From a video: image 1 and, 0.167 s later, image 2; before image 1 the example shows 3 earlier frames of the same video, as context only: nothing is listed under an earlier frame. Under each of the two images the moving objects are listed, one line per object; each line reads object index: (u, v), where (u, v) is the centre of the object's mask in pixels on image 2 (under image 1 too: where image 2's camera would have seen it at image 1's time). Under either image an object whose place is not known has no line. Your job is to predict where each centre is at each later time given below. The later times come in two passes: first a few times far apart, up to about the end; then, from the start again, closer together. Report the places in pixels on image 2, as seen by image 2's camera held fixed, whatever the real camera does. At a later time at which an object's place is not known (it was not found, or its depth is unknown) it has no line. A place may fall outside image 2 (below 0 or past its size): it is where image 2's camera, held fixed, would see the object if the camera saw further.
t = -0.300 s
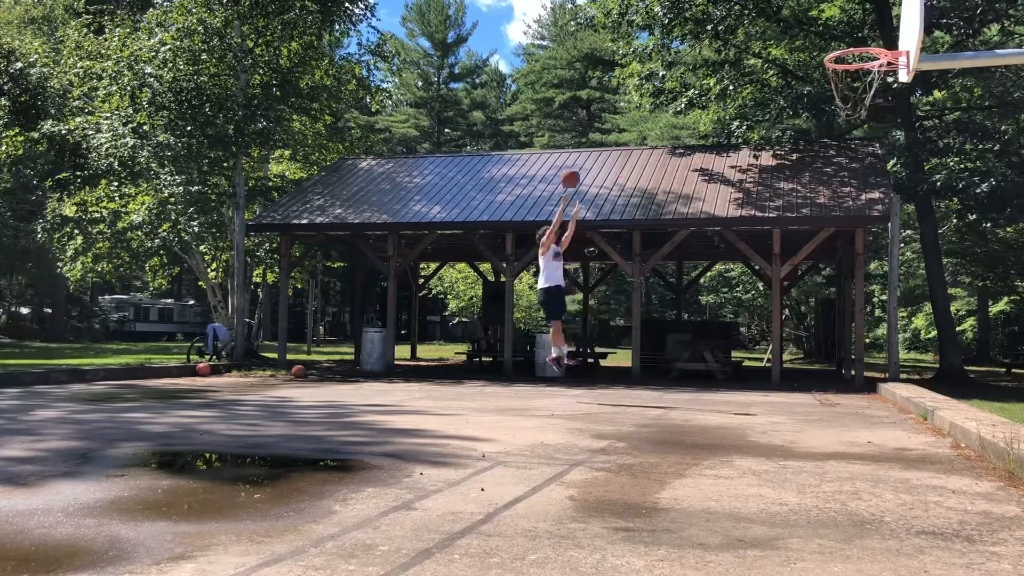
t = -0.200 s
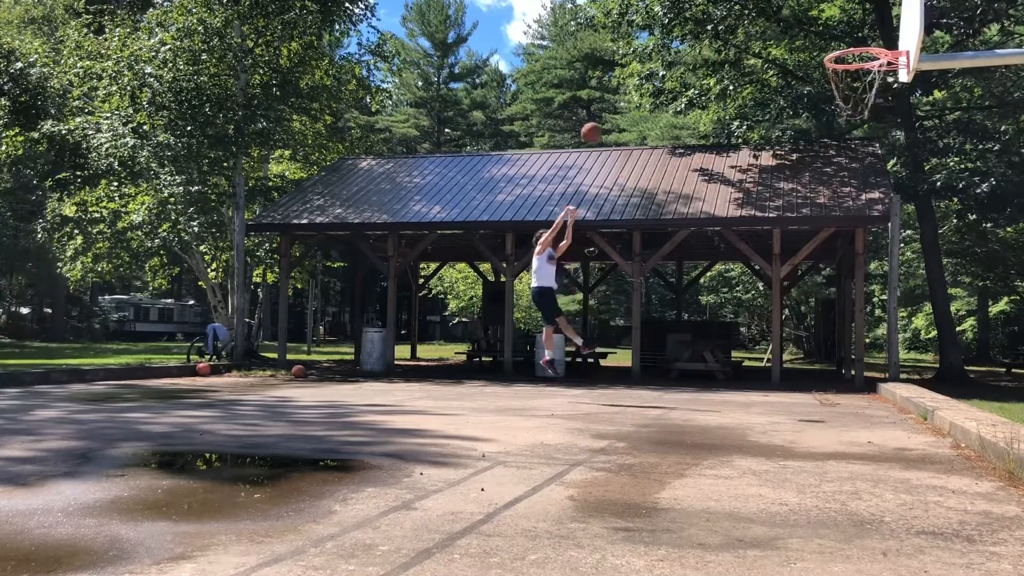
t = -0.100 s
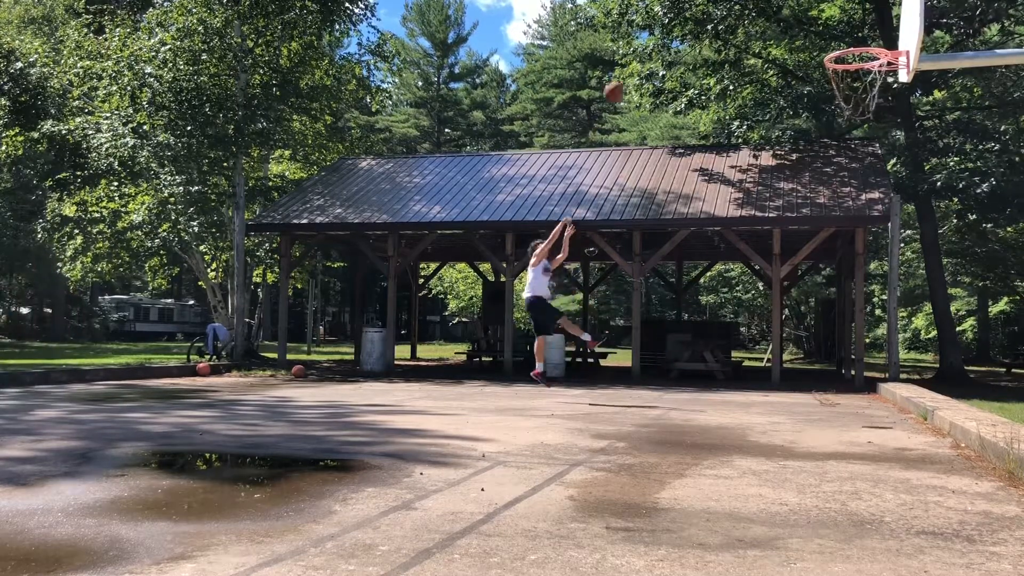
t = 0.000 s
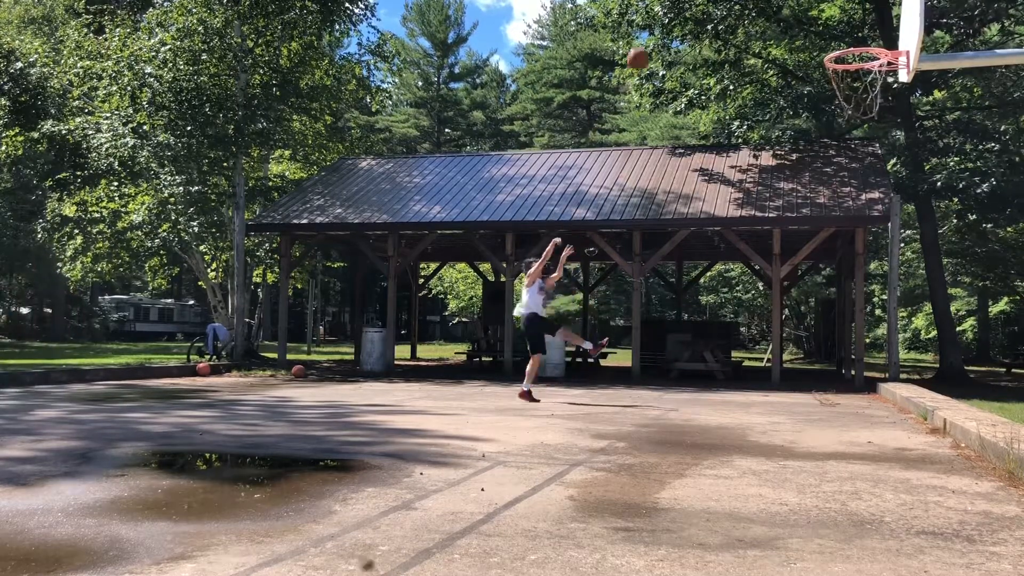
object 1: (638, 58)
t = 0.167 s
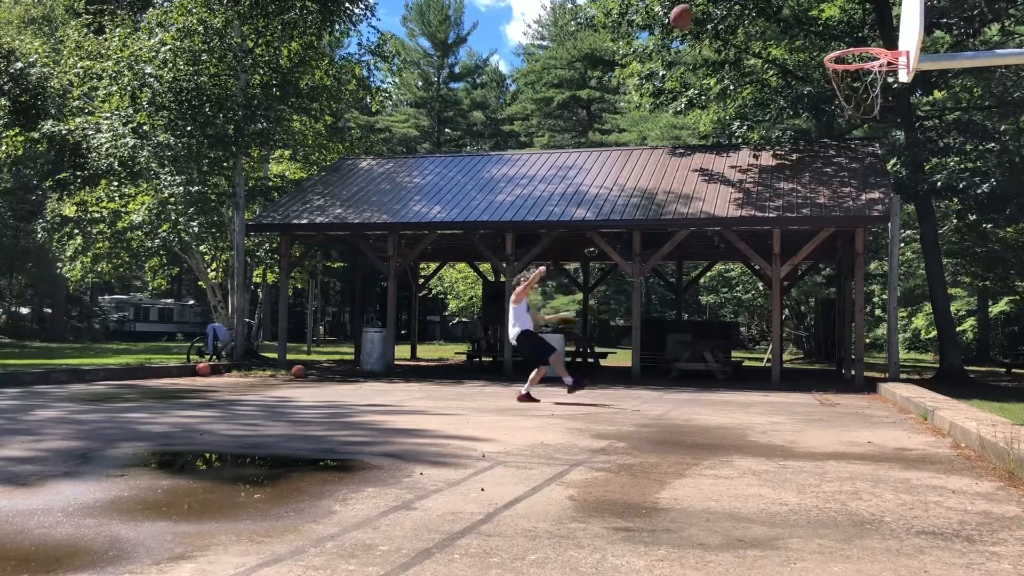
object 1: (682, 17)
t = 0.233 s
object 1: (701, 9)
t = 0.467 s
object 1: (775, 8)
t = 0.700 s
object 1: (864, 67)
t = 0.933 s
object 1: (886, 126)
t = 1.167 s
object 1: (898, 229)
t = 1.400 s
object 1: (910, 387)
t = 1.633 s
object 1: (890, 318)
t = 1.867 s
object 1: (864, 248)
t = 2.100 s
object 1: (839, 235)
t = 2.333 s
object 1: (816, 273)
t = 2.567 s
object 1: (794, 358)
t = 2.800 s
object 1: (782, 351)
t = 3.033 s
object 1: (774, 304)
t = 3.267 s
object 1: (765, 305)
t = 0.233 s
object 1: (701, 9)
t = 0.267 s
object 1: (711, 7)
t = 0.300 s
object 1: (721, 6)
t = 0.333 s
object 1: (732, 5)
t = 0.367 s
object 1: (740, 5)
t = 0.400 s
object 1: (753, 5)
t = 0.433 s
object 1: (765, 7)
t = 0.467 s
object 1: (775, 8)
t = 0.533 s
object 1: (800, 14)
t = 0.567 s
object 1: (813, 21)
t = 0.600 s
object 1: (827, 30)
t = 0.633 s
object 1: (840, 39)
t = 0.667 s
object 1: (855, 54)
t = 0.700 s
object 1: (864, 67)
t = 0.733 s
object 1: (871, 79)
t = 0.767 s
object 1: (876, 86)
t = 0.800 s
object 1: (879, 92)
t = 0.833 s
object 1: (880, 99)
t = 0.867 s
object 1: (882, 107)
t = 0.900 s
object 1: (884, 116)
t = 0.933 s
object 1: (886, 126)
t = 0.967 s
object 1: (888, 138)
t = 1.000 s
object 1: (890, 150)
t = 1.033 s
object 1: (891, 164)
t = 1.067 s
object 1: (893, 179)
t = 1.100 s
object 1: (895, 195)
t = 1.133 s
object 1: (897, 212)
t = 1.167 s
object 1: (898, 229)
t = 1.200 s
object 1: (900, 249)
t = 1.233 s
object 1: (901, 269)
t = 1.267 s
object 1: (904, 292)
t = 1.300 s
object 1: (906, 314)
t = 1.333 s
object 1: (907, 337)
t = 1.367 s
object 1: (909, 362)
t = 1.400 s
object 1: (910, 387)
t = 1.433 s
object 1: (912, 413)
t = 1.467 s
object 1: (911, 409)
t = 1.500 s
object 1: (907, 388)
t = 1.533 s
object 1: (902, 368)
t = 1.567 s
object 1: (898, 349)
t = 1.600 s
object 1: (894, 333)
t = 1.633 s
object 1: (890, 318)
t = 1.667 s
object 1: (886, 303)
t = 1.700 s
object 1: (883, 292)
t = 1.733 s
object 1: (880, 280)
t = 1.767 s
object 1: (875, 270)
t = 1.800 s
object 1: (871, 261)
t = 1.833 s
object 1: (868, 254)
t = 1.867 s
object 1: (864, 248)
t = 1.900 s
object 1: (861, 242)
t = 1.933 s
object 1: (857, 238)
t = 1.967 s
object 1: (854, 235)
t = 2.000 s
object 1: (850, 234)
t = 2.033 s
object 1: (847, 233)
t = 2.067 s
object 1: (842, 233)
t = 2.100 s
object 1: (839, 235)
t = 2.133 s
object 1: (836, 237)
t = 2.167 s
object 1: (833, 241)
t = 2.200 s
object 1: (829, 245)
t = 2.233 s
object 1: (826, 251)
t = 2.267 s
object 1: (823, 258)
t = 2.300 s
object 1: (820, 265)
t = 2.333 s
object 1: (816, 273)
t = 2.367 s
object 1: (814, 283)
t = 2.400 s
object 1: (809, 294)
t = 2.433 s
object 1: (807, 304)
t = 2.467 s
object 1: (804, 316)
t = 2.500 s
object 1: (801, 330)
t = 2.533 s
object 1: (798, 343)
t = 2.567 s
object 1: (794, 358)
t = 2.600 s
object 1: (791, 374)
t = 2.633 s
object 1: (789, 390)
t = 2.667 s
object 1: (786, 402)
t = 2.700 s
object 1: (785, 387)
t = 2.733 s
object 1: (783, 374)
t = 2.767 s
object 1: (783, 363)
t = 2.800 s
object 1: (782, 351)
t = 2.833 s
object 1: (778, 340)
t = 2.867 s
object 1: (779, 333)
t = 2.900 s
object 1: (777, 325)
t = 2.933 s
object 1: (776, 318)
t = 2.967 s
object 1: (775, 313)
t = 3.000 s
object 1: (774, 308)
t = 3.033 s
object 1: (774, 304)
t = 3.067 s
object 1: (772, 302)
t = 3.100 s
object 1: (771, 300)
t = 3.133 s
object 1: (770, 299)
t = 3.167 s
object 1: (768, 300)
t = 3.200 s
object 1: (767, 300)
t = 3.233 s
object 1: (766, 301)
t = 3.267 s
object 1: (765, 305)
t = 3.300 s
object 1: (764, 308)
